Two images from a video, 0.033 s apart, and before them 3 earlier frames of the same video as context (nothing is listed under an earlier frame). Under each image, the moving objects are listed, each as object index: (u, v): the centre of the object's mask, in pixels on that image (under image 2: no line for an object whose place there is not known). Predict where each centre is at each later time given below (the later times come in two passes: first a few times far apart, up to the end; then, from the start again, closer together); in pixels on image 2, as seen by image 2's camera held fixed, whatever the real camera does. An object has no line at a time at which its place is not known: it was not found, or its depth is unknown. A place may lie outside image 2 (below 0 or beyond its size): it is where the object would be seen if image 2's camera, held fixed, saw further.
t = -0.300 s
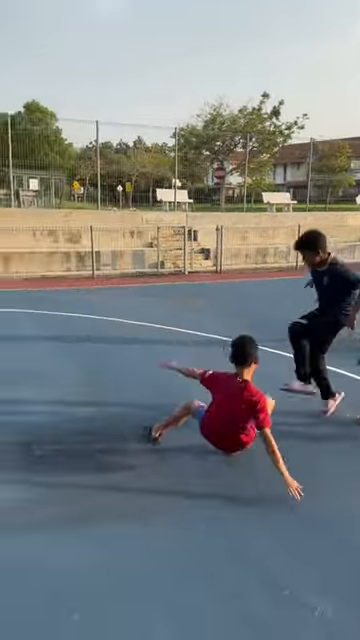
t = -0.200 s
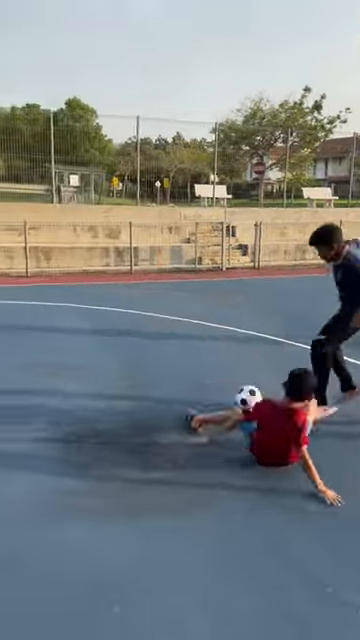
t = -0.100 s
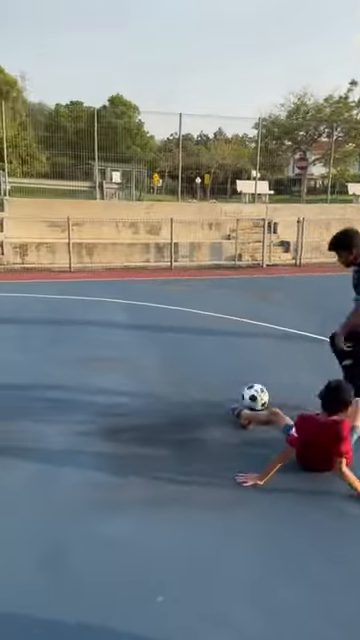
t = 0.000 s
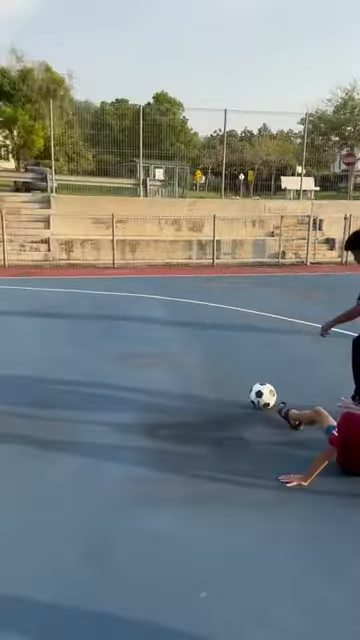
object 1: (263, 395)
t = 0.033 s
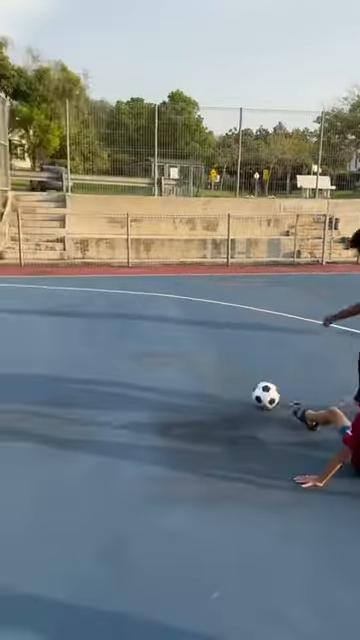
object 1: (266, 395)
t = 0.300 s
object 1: (169, 392)
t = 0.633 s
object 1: (63, 387)
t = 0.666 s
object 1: (54, 387)
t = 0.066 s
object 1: (253, 395)
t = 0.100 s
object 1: (240, 395)
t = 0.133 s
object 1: (228, 394)
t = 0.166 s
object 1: (216, 394)
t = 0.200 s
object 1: (204, 394)
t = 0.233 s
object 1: (192, 394)
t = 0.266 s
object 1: (180, 394)
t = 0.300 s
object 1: (169, 392)
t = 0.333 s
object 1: (157, 392)
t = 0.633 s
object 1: (63, 387)
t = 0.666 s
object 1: (54, 387)
